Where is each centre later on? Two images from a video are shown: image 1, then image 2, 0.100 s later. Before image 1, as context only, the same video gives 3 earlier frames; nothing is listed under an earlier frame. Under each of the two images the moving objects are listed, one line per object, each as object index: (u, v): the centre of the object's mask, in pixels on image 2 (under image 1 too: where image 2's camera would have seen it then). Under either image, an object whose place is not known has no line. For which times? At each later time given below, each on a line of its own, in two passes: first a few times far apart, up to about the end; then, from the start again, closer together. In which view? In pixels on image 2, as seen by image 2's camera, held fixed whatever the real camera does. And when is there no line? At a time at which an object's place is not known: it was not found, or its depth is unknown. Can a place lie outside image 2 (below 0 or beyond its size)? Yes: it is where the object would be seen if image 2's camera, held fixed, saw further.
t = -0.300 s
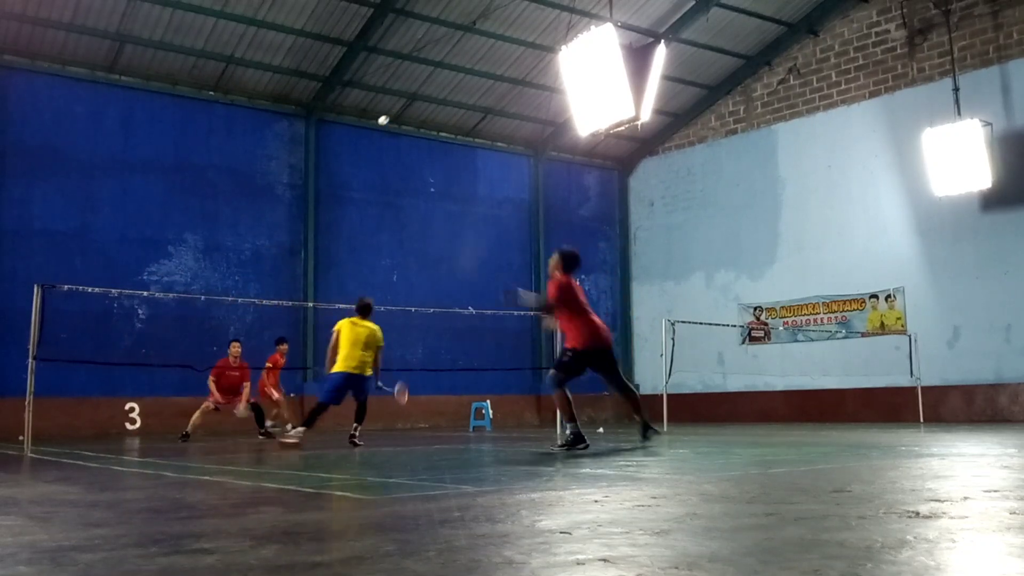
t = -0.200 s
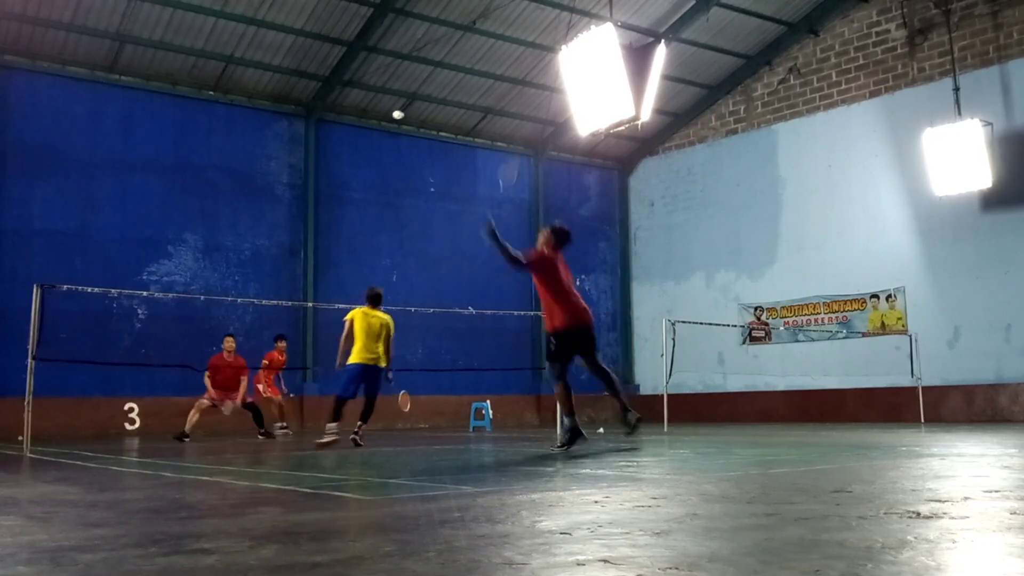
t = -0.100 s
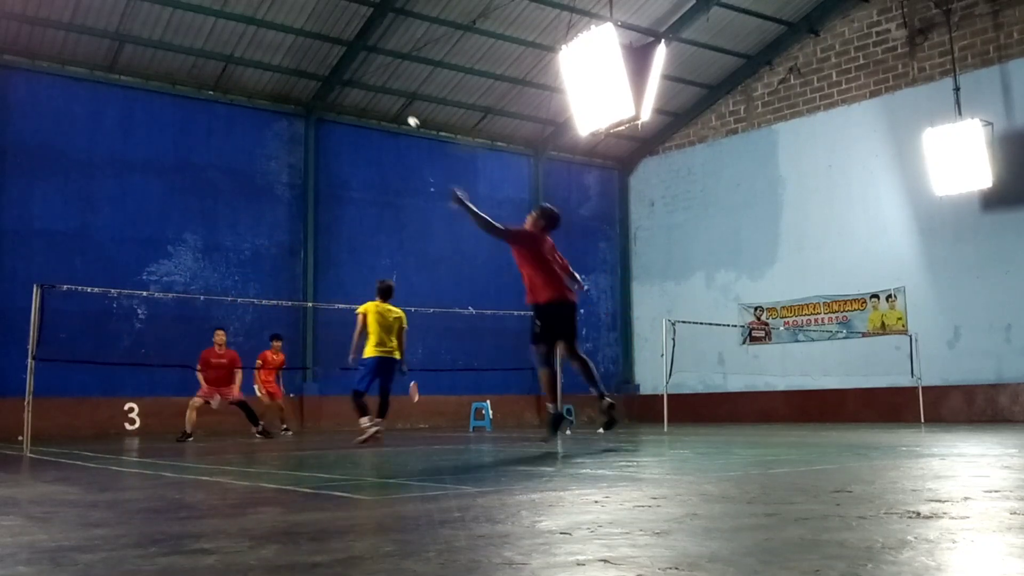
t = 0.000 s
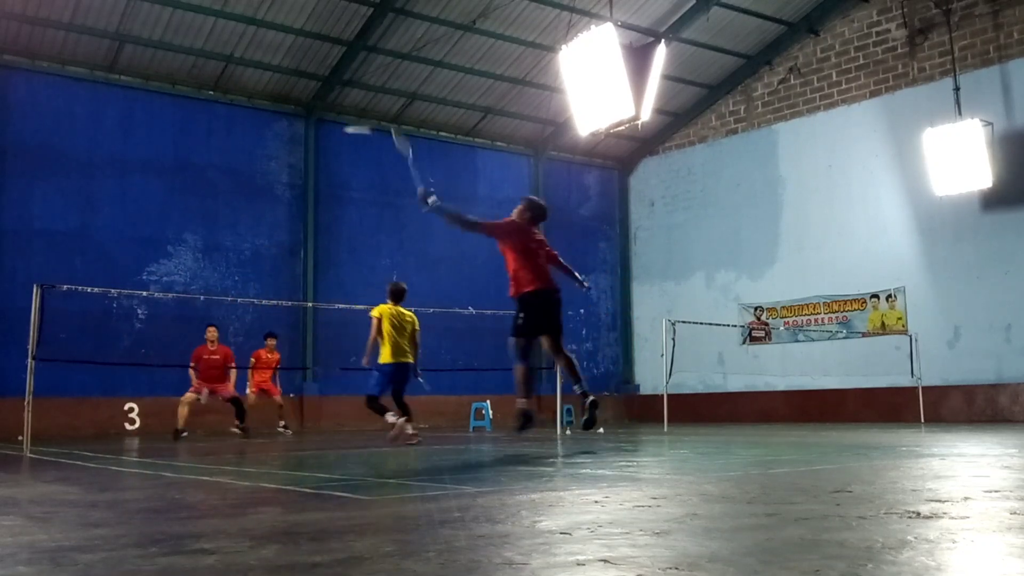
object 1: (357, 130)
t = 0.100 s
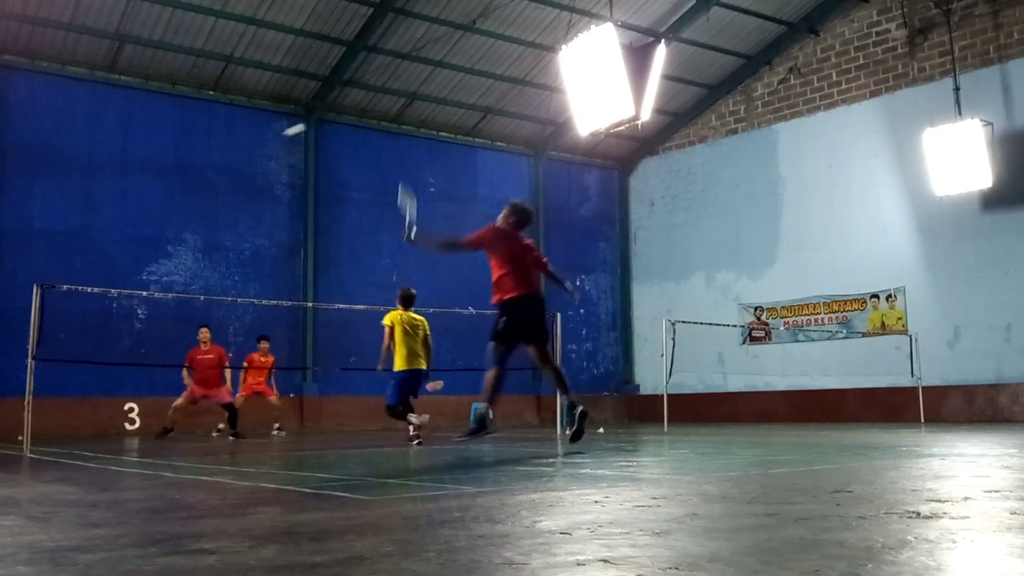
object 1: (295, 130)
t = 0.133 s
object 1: (277, 137)
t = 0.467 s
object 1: (163, 213)
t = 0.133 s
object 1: (277, 137)
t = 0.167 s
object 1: (260, 142)
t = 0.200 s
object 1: (245, 147)
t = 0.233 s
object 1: (232, 153)
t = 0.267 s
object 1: (219, 160)
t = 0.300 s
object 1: (208, 168)
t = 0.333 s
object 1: (197, 176)
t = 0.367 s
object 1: (188, 185)
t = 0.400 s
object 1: (179, 194)
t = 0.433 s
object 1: (170, 203)
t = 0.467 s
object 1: (163, 213)
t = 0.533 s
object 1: (148, 234)
